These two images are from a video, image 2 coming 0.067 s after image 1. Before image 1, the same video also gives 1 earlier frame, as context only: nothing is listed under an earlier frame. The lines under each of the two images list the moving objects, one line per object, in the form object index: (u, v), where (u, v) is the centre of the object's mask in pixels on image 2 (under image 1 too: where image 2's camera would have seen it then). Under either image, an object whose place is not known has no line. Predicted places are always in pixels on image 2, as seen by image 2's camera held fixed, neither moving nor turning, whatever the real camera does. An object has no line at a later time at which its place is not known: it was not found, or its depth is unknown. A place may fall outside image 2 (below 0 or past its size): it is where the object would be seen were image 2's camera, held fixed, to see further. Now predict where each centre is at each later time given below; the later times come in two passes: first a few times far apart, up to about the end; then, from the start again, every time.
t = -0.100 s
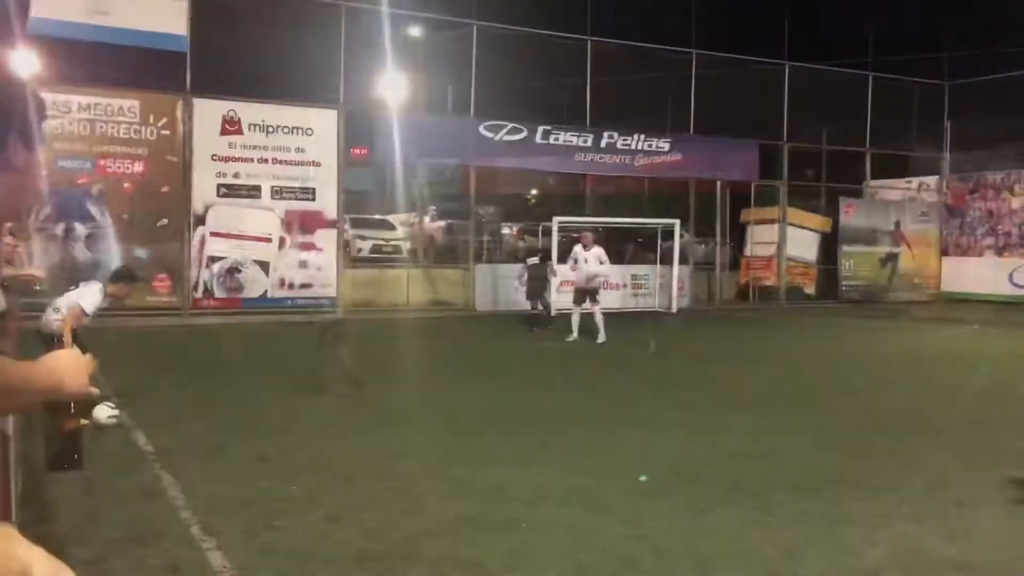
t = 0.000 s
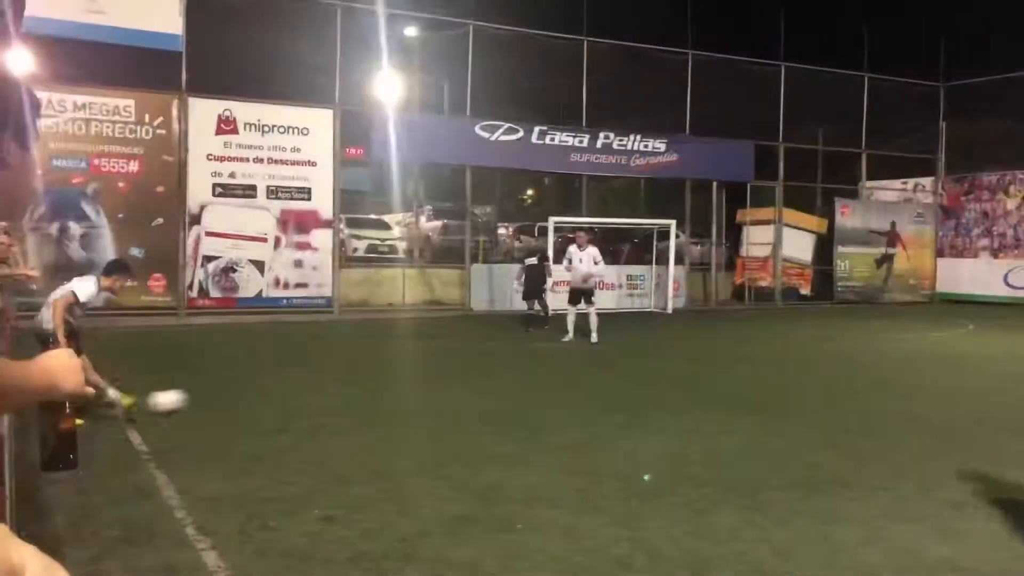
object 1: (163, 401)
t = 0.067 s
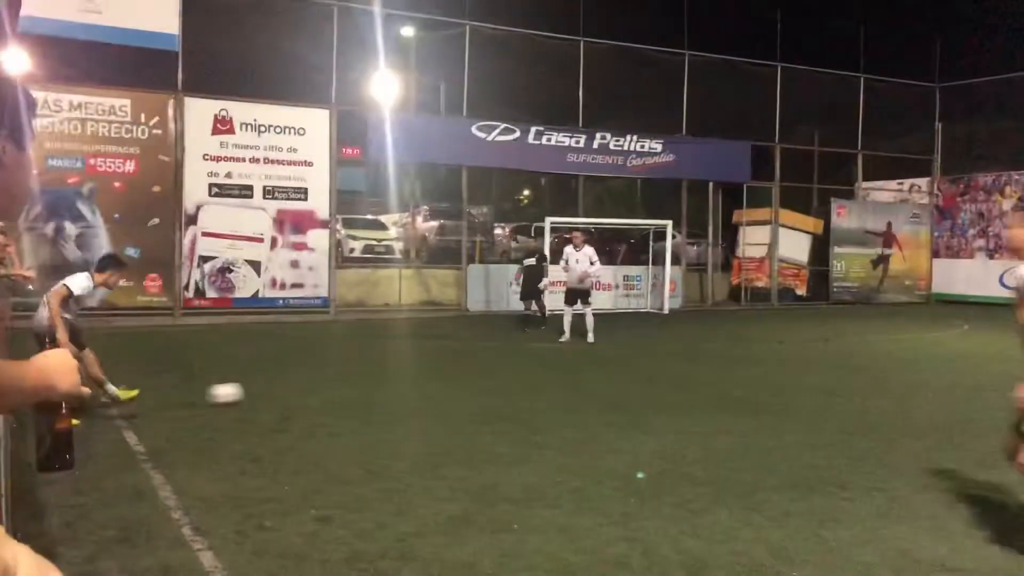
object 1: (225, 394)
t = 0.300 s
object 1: (377, 369)
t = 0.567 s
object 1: (477, 354)
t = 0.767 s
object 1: (525, 345)
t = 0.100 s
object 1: (252, 389)
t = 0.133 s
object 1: (276, 385)
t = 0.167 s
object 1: (299, 382)
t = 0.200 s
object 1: (320, 379)
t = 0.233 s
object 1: (341, 375)
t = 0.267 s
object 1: (360, 373)
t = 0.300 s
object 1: (377, 369)
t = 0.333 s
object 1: (392, 366)
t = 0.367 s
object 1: (407, 363)
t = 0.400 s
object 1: (421, 363)
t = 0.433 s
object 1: (433, 360)
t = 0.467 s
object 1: (446, 358)
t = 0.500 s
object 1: (457, 356)
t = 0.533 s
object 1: (467, 355)
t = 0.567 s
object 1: (477, 354)
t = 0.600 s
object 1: (487, 352)
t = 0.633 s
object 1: (495, 351)
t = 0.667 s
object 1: (503, 349)
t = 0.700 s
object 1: (511, 347)
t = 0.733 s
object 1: (518, 346)
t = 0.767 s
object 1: (525, 345)
